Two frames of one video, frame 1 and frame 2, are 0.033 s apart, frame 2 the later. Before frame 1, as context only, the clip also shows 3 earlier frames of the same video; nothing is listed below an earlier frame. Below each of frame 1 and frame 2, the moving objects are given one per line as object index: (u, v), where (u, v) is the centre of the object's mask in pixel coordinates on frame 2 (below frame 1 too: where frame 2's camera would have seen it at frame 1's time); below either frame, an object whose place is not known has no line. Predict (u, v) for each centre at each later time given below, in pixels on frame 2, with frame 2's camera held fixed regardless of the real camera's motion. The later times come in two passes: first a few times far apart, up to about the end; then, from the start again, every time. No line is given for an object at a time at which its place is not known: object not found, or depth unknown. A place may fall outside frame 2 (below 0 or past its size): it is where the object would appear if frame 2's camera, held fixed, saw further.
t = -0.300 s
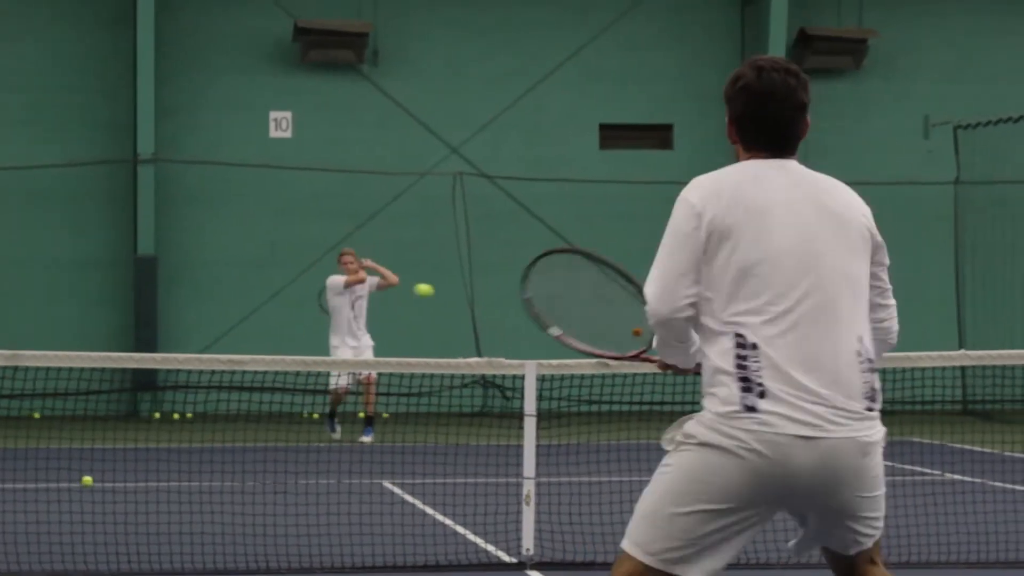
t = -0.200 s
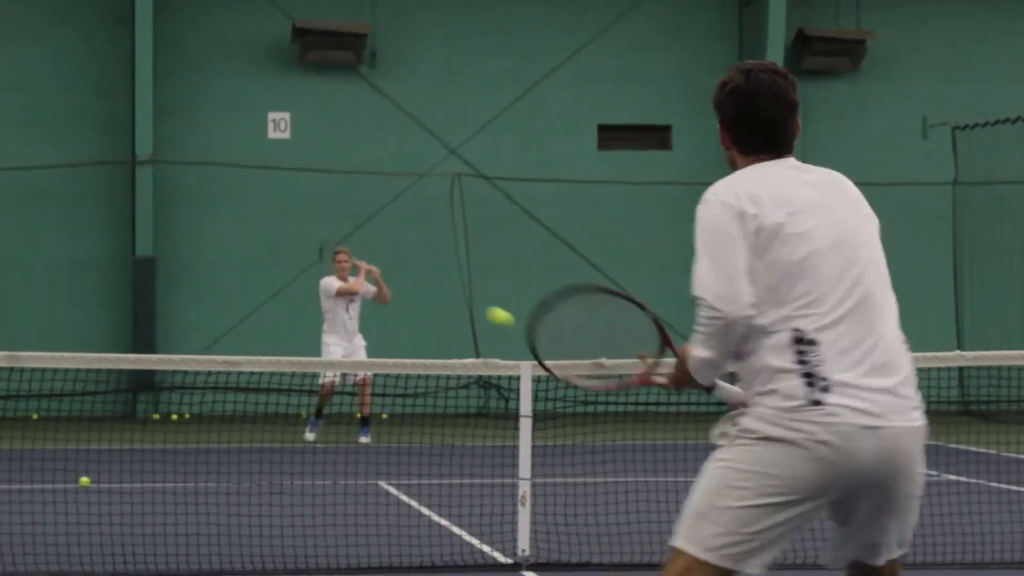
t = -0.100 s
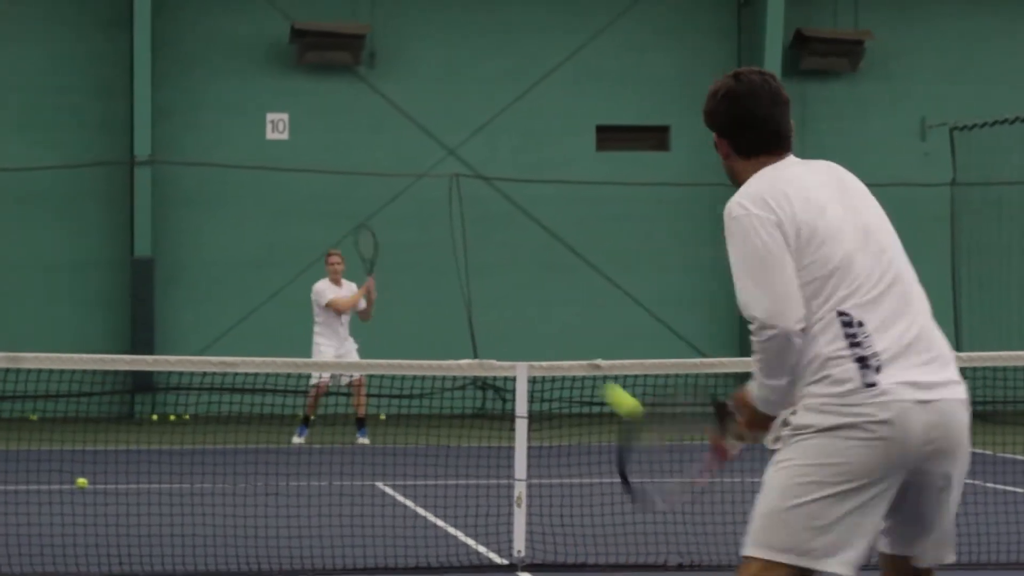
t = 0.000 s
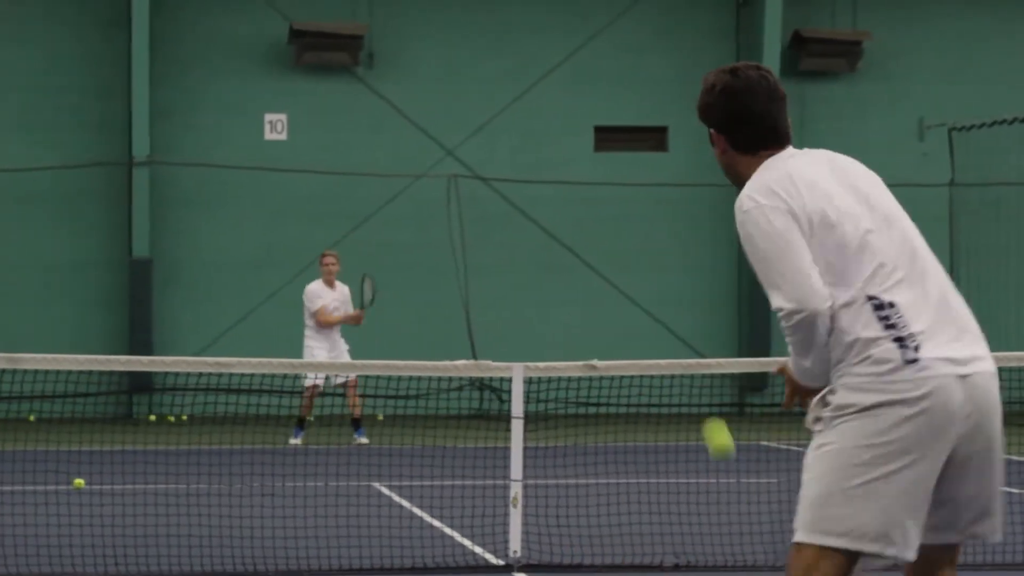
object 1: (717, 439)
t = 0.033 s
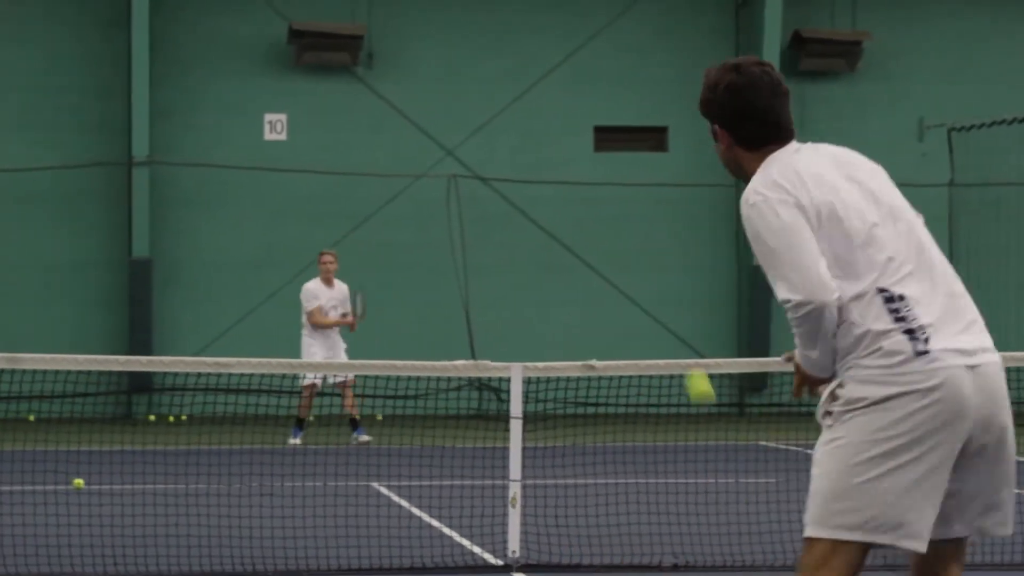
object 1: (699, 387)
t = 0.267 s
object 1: (618, 231)
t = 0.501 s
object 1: (574, 243)
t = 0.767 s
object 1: (539, 337)
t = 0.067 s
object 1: (684, 345)
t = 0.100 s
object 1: (669, 312)
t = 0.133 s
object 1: (656, 286)
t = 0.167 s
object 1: (645, 265)
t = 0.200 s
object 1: (635, 249)
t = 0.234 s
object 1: (626, 238)
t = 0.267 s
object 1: (618, 231)
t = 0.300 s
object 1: (610, 226)
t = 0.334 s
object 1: (603, 224)
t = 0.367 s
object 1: (596, 224)
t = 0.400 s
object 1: (590, 226)
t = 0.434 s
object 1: (585, 230)
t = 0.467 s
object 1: (579, 236)
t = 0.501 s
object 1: (574, 243)
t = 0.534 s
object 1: (569, 251)
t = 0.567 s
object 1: (565, 261)
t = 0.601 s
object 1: (560, 271)
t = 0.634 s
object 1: (556, 283)
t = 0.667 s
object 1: (551, 295)
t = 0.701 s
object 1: (548, 308)
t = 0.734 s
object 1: (543, 323)
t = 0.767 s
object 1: (539, 337)
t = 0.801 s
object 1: (536, 353)
